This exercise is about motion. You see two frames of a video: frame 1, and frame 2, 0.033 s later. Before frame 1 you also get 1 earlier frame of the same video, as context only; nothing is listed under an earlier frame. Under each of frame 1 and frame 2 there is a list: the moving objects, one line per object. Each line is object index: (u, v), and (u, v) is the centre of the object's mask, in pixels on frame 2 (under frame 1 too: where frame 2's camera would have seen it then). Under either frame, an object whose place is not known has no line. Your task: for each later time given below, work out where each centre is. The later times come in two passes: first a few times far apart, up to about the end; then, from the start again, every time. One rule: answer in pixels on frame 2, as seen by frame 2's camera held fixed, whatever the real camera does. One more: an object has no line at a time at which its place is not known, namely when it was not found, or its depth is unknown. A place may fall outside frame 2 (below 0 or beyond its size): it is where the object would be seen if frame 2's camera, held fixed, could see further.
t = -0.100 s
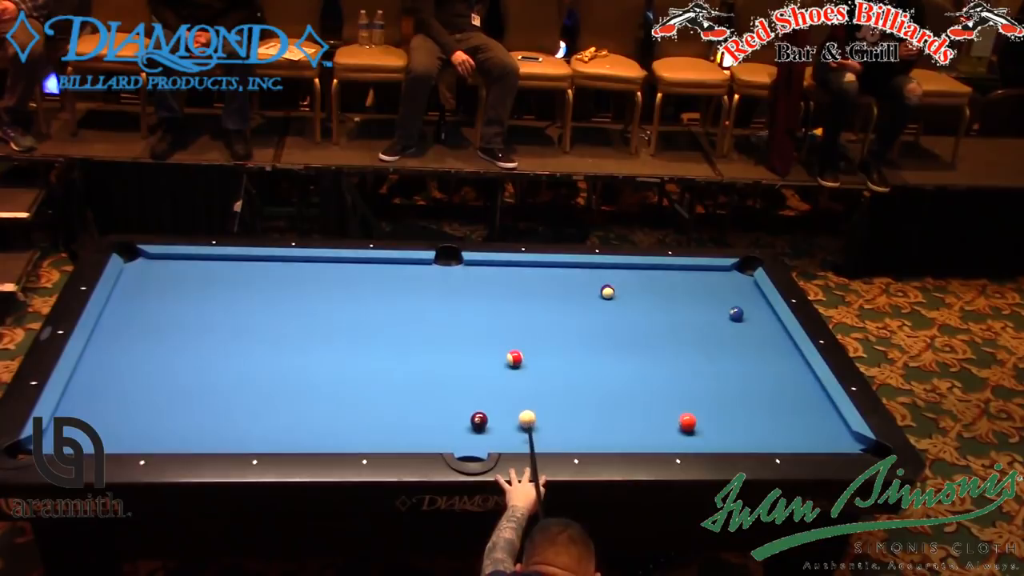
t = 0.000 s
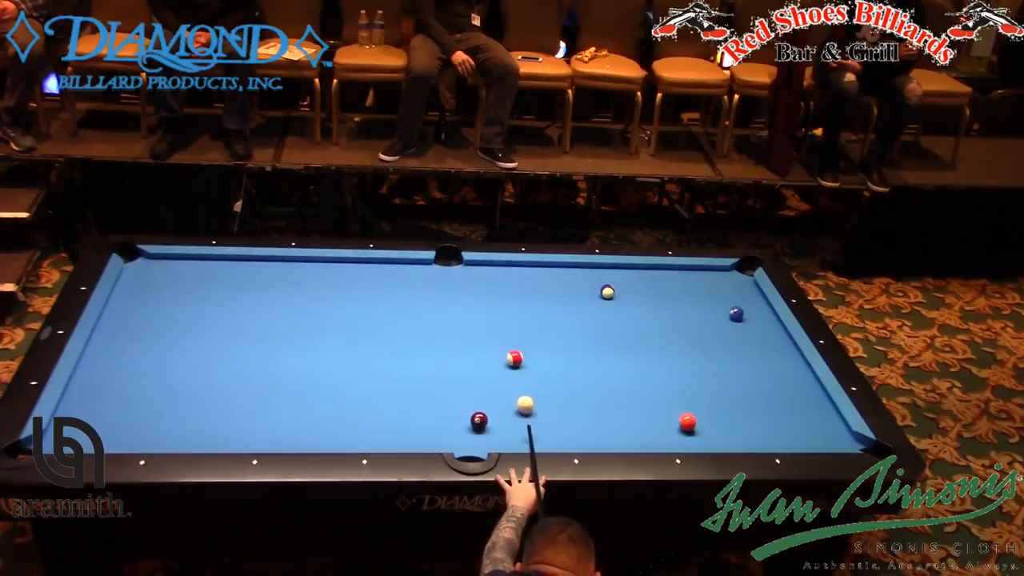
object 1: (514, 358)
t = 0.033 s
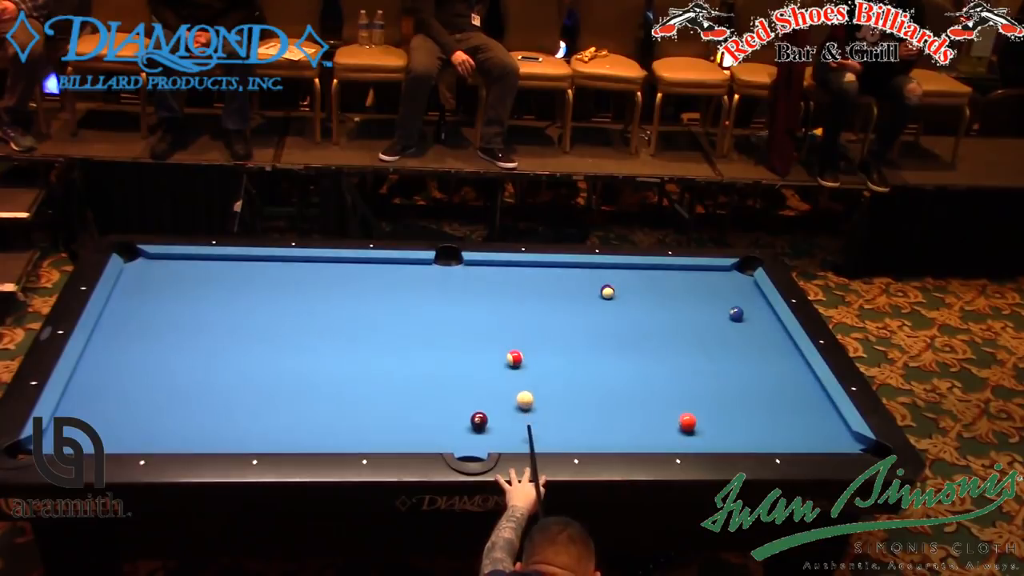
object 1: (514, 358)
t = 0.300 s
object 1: (513, 356)
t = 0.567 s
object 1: (500, 338)
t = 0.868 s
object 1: (488, 320)
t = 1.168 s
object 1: (477, 304)
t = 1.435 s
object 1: (468, 291)
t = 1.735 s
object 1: (459, 278)
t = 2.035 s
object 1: (452, 266)
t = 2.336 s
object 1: (445, 262)
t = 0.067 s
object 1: (514, 358)
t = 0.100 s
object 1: (514, 358)
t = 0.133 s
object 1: (514, 358)
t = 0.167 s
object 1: (514, 358)
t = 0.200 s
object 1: (514, 358)
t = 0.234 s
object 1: (514, 358)
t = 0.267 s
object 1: (514, 357)
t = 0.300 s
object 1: (513, 356)
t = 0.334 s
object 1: (512, 354)
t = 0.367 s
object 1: (509, 351)
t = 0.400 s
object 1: (508, 349)
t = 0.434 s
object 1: (506, 346)
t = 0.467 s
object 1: (505, 344)
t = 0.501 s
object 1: (503, 342)
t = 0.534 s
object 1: (501, 340)
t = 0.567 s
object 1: (500, 338)
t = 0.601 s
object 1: (499, 336)
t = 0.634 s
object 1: (497, 334)
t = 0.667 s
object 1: (496, 332)
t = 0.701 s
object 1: (494, 330)
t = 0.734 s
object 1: (493, 328)
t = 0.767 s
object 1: (492, 326)
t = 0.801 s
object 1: (490, 324)
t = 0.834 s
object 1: (489, 322)
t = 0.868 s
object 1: (488, 320)
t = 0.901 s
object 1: (487, 318)
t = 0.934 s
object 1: (485, 316)
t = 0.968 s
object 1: (483, 315)
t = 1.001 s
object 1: (482, 313)
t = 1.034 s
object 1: (481, 311)
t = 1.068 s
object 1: (480, 309)
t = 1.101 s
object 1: (479, 308)
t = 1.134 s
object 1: (478, 306)
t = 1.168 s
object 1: (477, 304)
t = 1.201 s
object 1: (475, 303)
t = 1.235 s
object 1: (474, 301)
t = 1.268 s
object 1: (473, 299)
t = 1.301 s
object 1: (472, 298)
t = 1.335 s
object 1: (471, 296)
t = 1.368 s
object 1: (470, 294)
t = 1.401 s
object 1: (469, 293)
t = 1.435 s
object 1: (468, 291)
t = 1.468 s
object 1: (467, 290)
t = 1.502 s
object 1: (466, 288)
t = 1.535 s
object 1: (465, 287)
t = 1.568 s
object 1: (464, 286)
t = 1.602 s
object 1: (463, 284)
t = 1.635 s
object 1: (463, 283)
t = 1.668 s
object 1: (461, 281)
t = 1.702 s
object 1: (460, 280)
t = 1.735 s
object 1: (459, 278)
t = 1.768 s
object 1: (458, 277)
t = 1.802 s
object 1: (458, 276)
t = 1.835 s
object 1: (457, 275)
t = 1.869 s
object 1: (456, 273)
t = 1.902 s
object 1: (455, 271)
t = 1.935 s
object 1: (454, 270)
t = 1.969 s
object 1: (453, 269)
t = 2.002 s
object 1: (452, 267)
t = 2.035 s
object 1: (452, 266)
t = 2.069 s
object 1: (451, 265)
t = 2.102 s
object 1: (450, 264)
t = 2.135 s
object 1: (449, 263)
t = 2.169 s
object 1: (448, 262)
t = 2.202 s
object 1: (448, 261)
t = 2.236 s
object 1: (447, 259)
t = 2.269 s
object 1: (447, 259)
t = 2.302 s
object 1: (446, 260)
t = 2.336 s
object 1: (445, 262)
